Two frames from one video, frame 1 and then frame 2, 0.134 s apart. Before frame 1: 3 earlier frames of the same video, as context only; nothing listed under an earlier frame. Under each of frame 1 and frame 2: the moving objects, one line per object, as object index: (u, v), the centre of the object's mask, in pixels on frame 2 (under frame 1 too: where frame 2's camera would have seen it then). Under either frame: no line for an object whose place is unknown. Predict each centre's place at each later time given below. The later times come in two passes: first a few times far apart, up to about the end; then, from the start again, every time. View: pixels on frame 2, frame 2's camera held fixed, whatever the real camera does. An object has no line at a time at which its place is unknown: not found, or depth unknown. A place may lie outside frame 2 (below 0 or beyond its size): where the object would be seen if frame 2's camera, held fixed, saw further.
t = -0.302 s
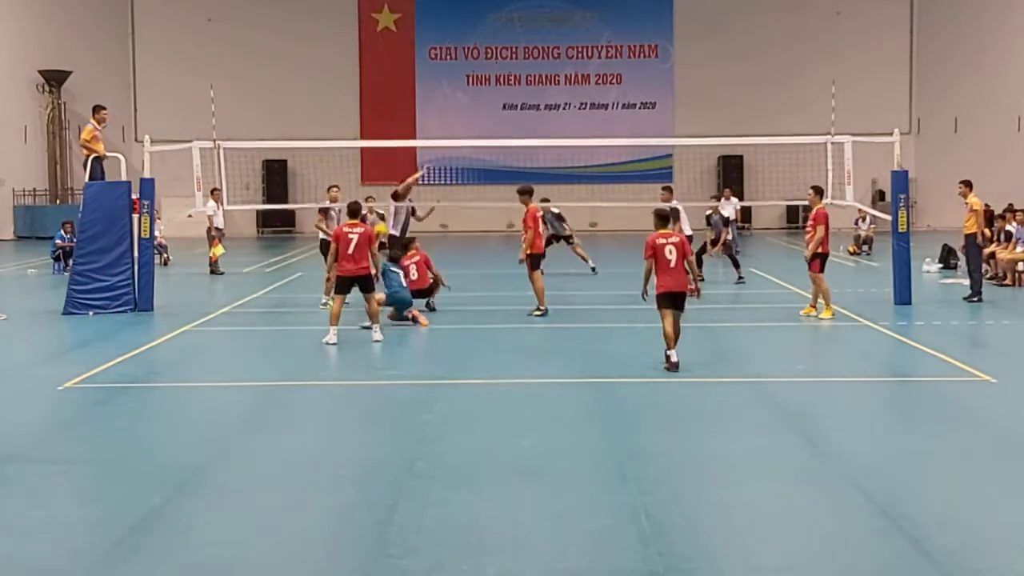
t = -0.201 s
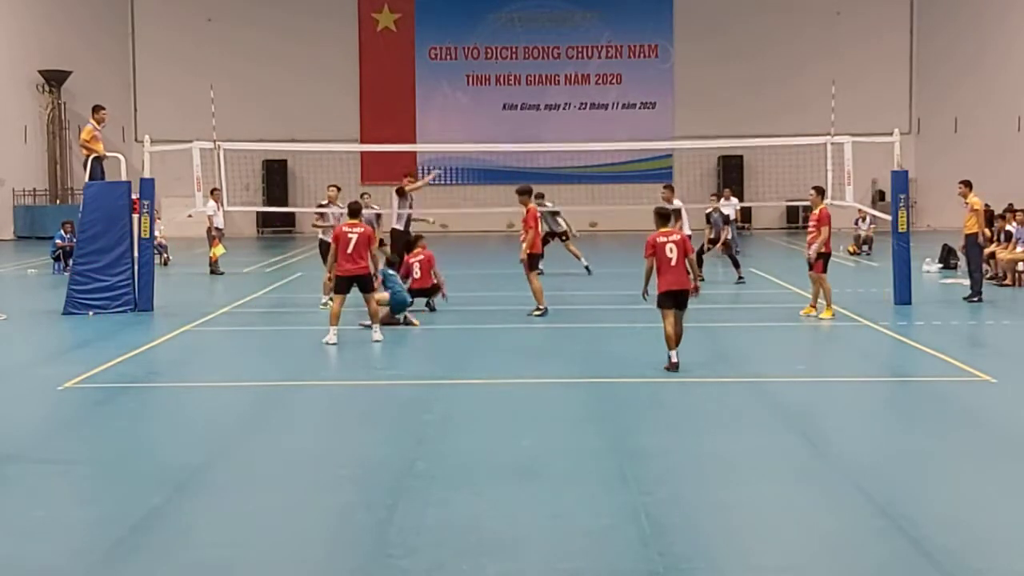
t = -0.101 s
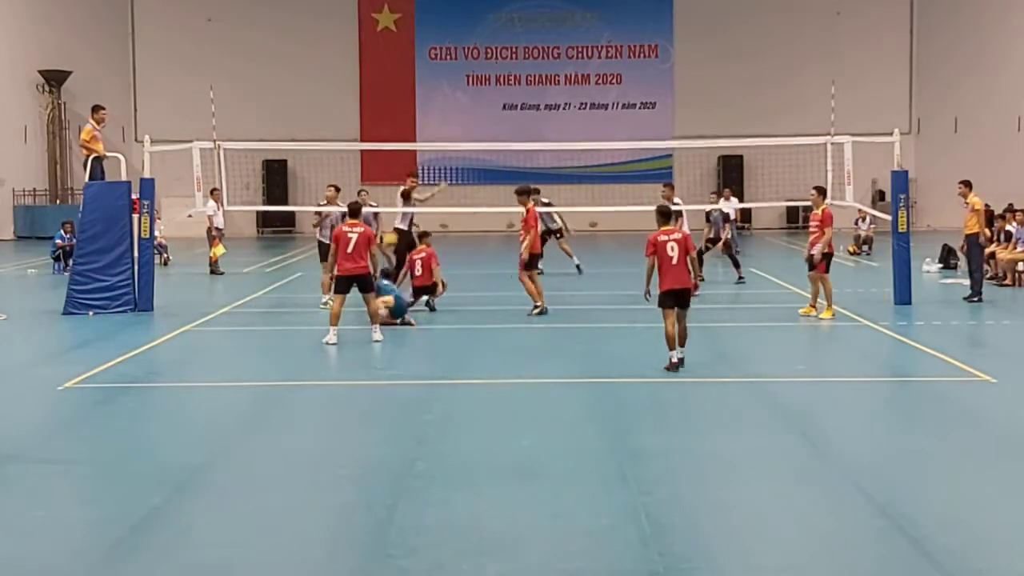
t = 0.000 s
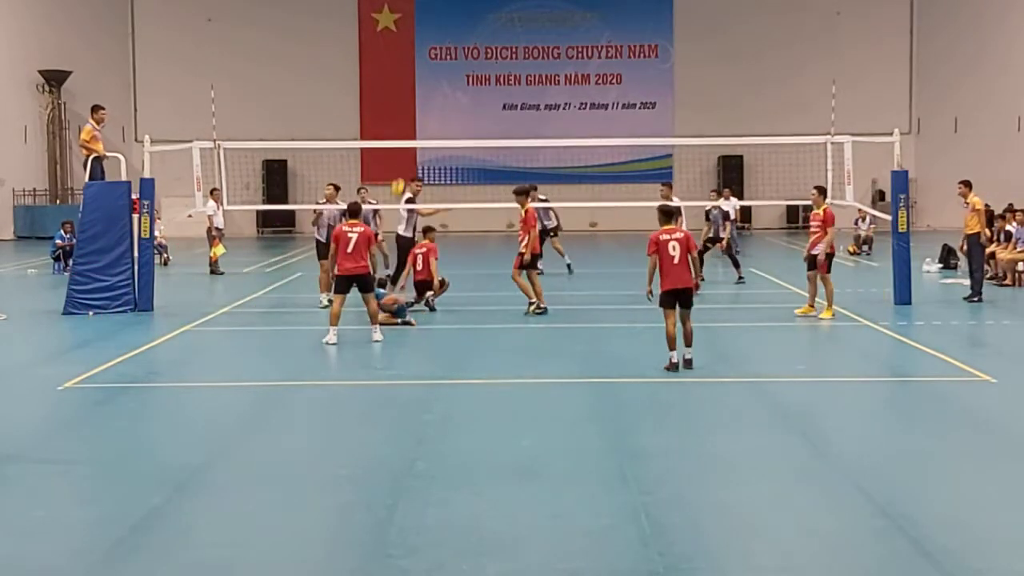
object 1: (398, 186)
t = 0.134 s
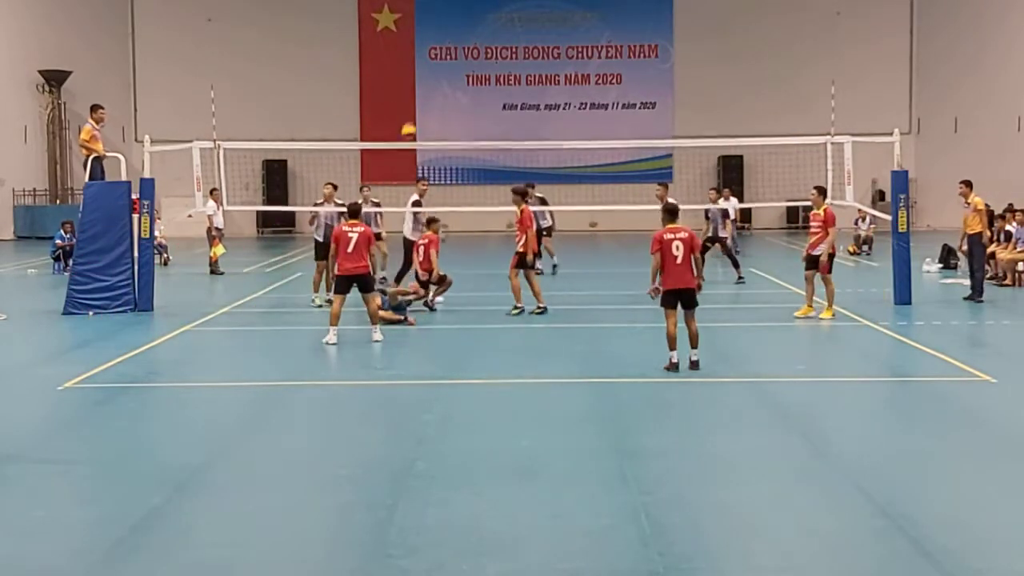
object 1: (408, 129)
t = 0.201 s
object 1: (414, 107)
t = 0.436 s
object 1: (431, 51)
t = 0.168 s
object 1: (411, 118)
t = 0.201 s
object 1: (414, 107)
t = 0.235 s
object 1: (416, 97)
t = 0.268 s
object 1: (419, 87)
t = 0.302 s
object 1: (422, 79)
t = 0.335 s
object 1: (424, 70)
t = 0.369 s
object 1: (426, 63)
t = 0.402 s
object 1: (429, 57)
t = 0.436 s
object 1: (431, 51)
